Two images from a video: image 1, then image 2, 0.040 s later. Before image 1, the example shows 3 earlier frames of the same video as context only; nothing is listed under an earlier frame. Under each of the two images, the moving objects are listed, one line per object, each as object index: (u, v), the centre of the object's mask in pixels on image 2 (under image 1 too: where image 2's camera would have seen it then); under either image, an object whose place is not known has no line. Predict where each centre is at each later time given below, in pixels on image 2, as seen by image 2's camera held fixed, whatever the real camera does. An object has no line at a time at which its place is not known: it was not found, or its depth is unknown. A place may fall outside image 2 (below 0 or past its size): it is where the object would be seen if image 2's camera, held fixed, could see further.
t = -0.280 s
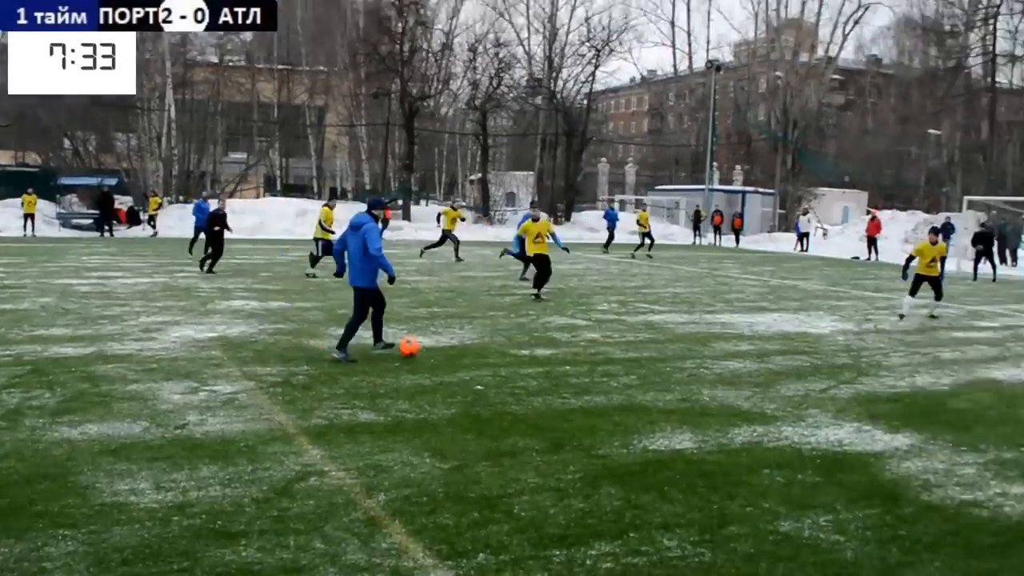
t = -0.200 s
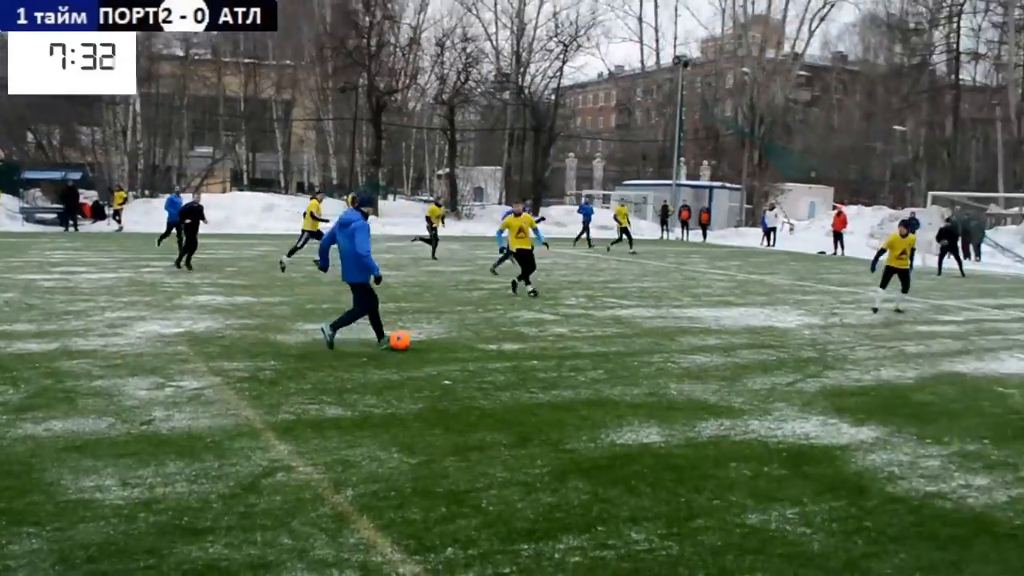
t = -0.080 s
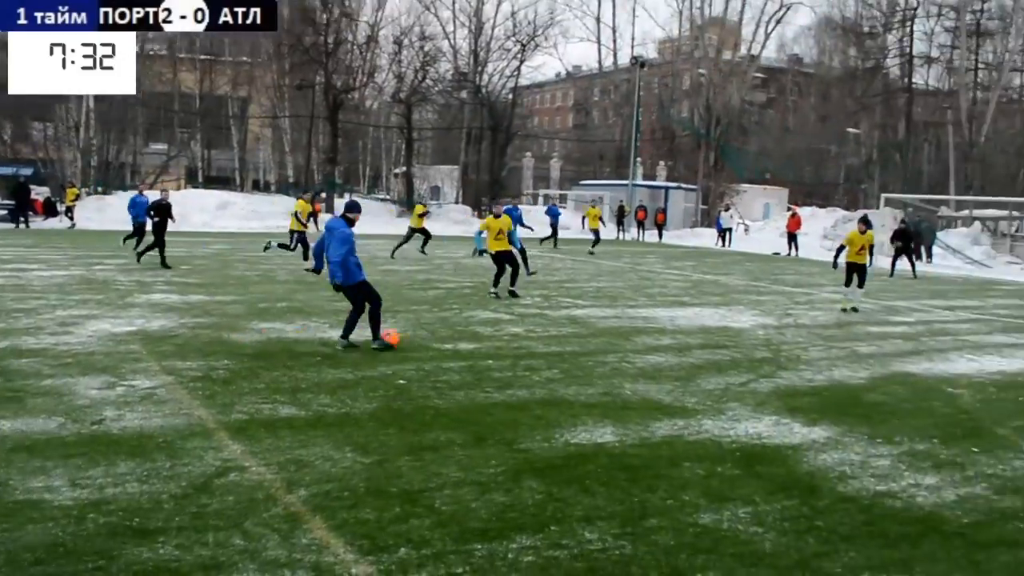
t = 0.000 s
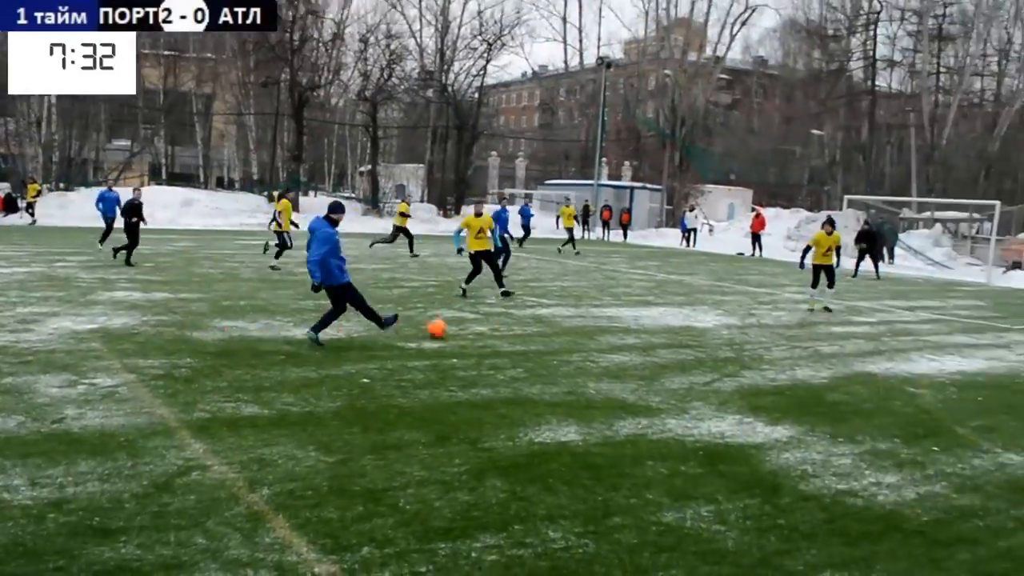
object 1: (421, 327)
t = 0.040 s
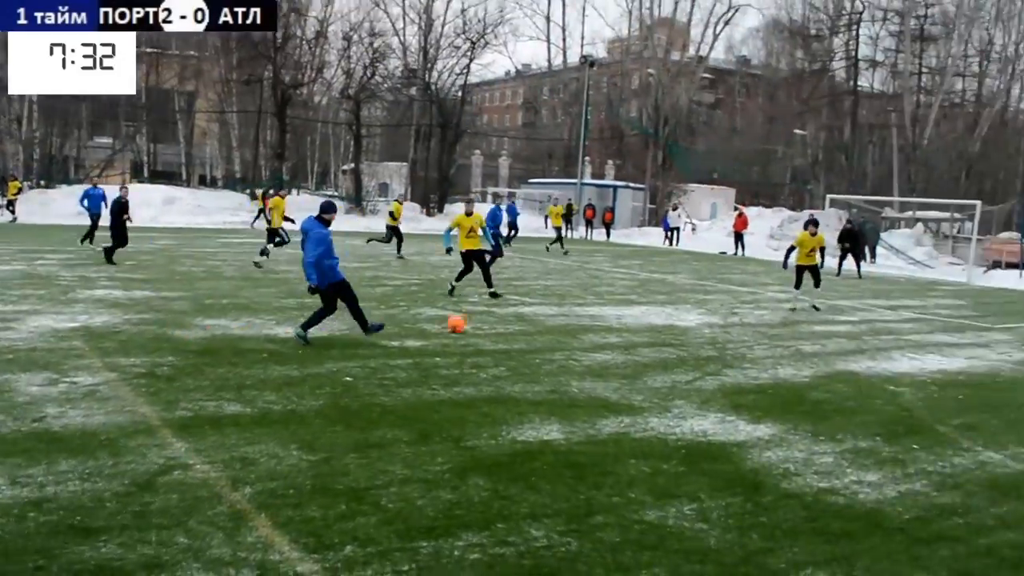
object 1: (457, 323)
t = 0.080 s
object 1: (488, 319)
